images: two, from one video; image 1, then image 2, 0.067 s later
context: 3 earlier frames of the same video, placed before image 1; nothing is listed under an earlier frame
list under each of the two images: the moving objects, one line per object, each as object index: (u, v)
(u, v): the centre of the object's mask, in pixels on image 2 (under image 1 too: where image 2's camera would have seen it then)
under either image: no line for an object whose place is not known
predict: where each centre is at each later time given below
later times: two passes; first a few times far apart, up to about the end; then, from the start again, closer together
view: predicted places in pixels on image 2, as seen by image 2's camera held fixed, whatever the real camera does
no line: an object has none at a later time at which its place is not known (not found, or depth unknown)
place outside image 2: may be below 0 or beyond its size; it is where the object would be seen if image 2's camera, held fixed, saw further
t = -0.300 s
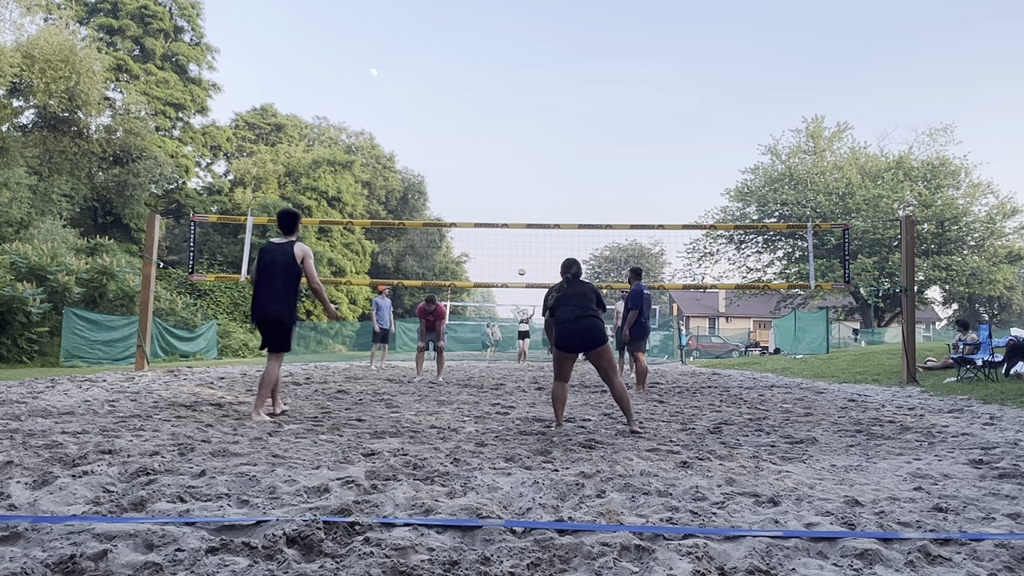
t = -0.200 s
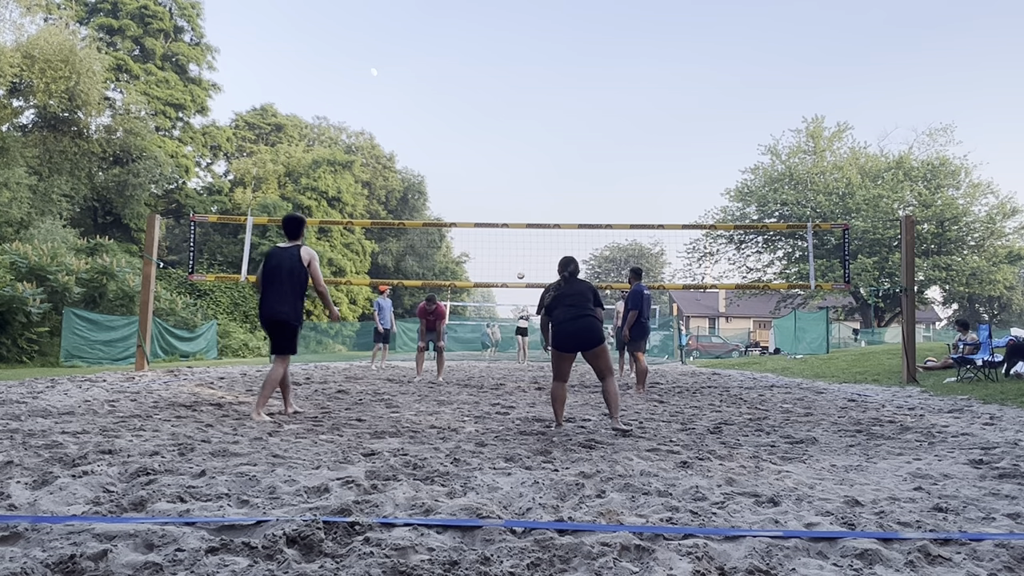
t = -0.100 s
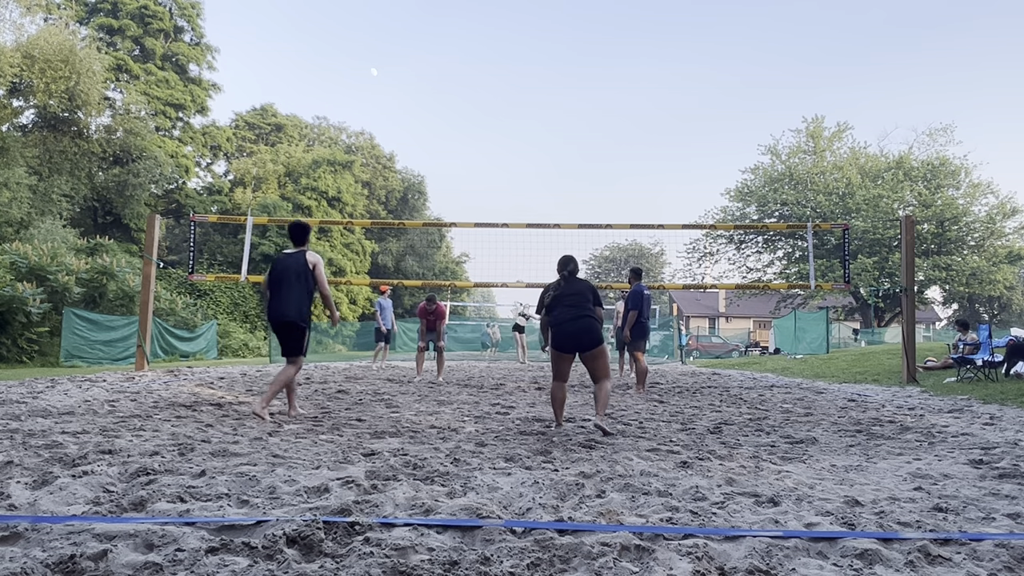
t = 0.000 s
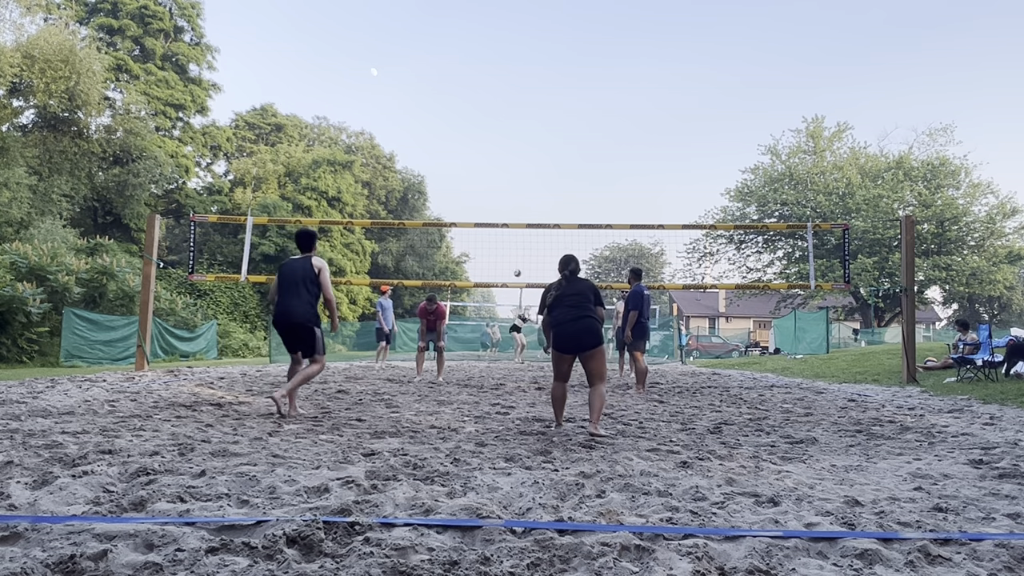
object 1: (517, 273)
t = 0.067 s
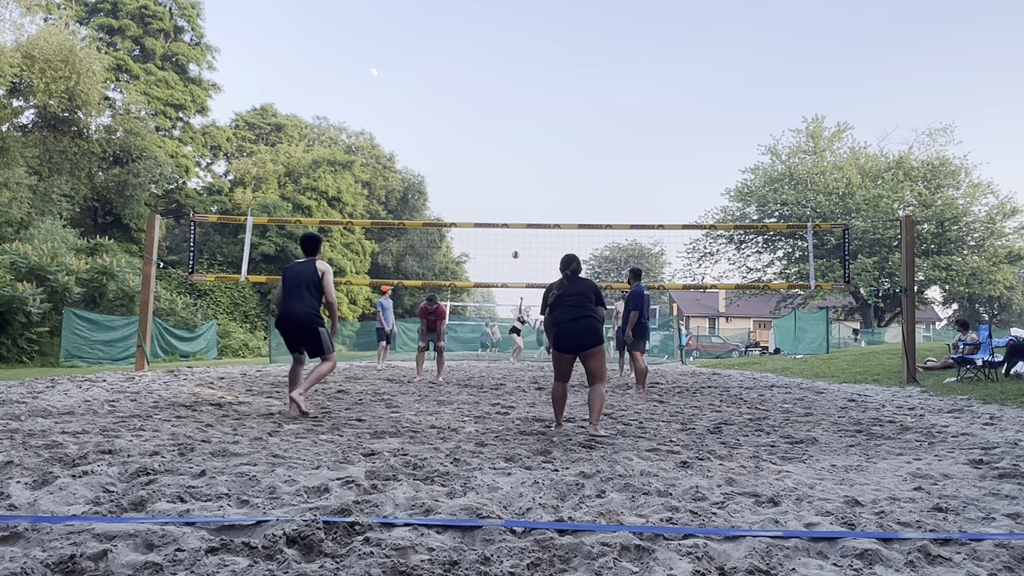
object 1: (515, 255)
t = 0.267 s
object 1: (509, 200)
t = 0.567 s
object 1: (496, 129)
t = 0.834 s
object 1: (478, 82)
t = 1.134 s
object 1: (444, 85)
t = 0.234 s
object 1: (510, 209)
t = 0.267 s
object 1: (509, 200)
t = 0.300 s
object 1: (508, 192)
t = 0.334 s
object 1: (506, 183)
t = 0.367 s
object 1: (505, 175)
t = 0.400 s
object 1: (504, 167)
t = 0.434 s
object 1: (502, 159)
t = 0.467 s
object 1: (500, 151)
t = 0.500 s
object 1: (499, 144)
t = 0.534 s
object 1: (497, 137)
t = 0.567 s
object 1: (496, 129)
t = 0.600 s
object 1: (494, 122)
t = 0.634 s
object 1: (492, 115)
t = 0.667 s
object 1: (490, 109)
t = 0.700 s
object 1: (488, 103)
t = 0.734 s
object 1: (486, 97)
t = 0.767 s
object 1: (483, 92)
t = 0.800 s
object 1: (481, 87)
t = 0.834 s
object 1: (478, 82)
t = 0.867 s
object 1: (476, 79)
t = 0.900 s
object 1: (473, 76)
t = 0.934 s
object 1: (470, 74)
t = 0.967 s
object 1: (467, 72)
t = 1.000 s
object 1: (463, 72)
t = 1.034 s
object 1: (459, 73)
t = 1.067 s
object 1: (454, 76)
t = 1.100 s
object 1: (449, 80)
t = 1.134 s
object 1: (444, 85)
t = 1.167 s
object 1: (437, 93)
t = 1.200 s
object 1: (431, 103)
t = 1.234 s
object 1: (423, 115)
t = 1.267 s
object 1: (415, 130)
